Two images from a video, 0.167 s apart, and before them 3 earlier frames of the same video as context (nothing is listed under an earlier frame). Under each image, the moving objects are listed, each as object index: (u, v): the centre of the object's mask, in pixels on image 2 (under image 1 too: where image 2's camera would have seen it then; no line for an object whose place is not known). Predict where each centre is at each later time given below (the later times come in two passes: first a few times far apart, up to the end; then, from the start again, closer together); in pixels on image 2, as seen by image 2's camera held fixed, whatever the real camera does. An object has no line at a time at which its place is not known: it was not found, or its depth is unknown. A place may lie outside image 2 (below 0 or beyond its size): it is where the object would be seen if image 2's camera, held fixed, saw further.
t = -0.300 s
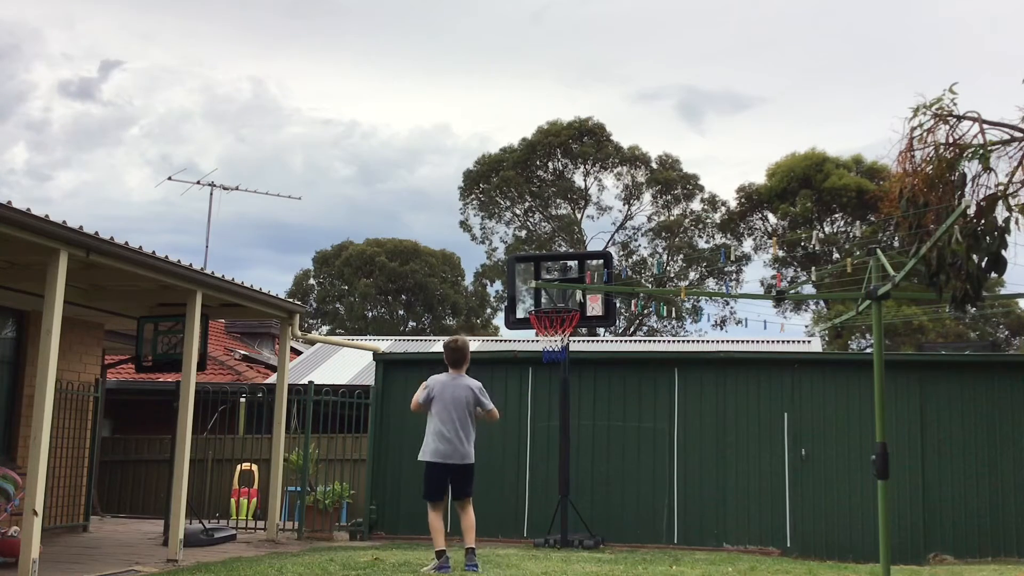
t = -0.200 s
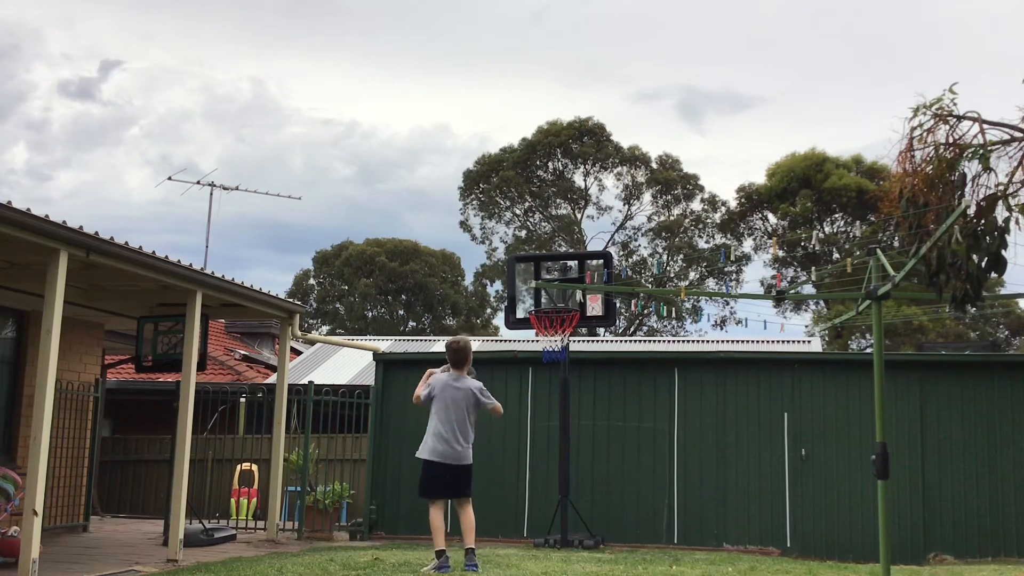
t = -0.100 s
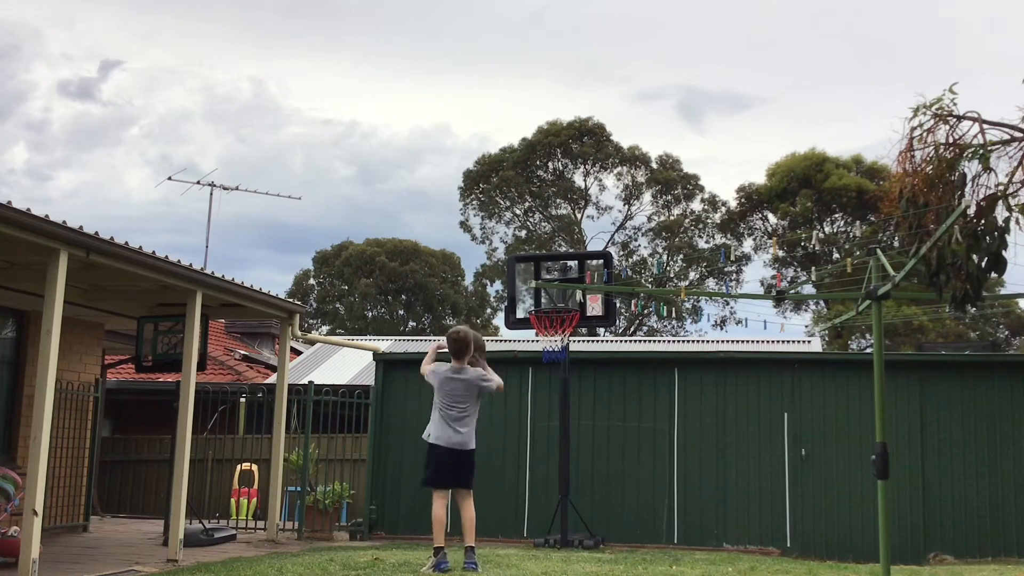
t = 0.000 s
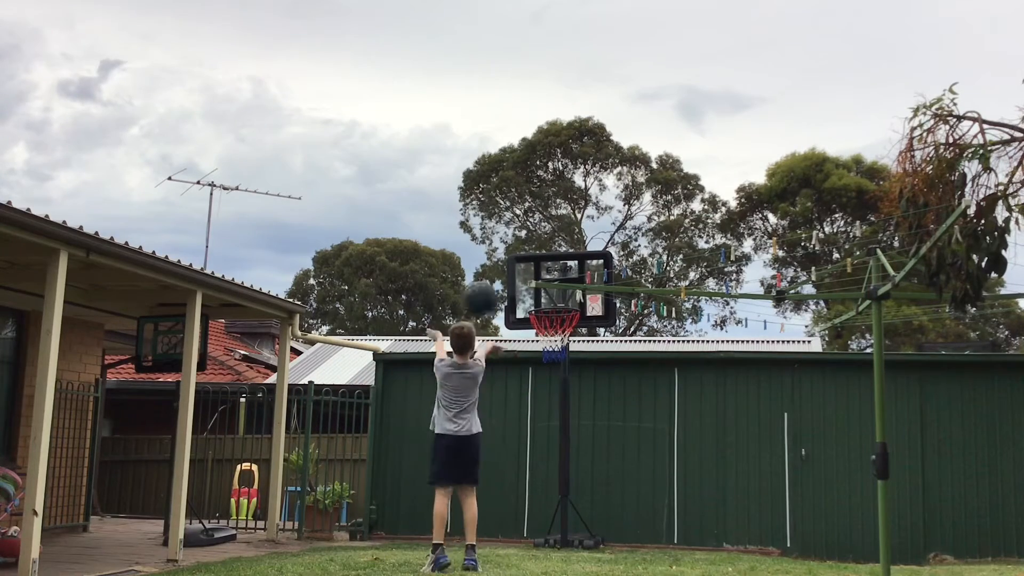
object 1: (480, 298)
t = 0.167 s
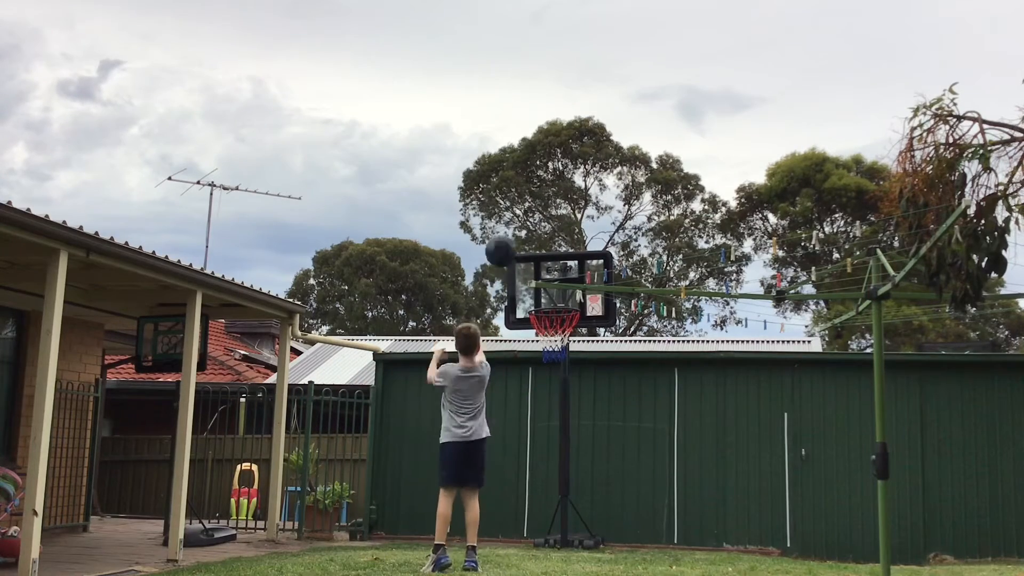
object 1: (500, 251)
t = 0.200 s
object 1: (504, 246)
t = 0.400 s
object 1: (523, 246)
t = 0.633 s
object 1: (543, 304)
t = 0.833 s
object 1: (555, 379)
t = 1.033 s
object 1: (559, 470)
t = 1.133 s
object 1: (554, 525)
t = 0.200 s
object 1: (504, 246)
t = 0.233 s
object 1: (508, 244)
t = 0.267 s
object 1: (511, 243)
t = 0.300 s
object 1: (515, 242)
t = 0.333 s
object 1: (518, 242)
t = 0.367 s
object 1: (520, 244)
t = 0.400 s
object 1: (523, 246)
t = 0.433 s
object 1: (526, 253)
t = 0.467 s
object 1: (530, 258)
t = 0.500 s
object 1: (533, 266)
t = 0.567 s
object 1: (538, 281)
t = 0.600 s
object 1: (542, 297)
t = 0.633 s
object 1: (543, 304)
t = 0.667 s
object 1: (546, 316)
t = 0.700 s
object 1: (549, 329)
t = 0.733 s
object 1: (551, 344)
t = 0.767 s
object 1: (552, 351)
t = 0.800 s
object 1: (553, 366)
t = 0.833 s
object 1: (555, 379)
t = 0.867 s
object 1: (556, 393)
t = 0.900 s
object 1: (558, 408)
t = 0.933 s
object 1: (559, 422)
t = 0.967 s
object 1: (561, 439)
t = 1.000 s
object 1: (561, 455)
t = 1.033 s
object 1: (559, 470)
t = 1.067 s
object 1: (557, 488)
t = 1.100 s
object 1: (556, 506)
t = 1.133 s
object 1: (554, 525)
